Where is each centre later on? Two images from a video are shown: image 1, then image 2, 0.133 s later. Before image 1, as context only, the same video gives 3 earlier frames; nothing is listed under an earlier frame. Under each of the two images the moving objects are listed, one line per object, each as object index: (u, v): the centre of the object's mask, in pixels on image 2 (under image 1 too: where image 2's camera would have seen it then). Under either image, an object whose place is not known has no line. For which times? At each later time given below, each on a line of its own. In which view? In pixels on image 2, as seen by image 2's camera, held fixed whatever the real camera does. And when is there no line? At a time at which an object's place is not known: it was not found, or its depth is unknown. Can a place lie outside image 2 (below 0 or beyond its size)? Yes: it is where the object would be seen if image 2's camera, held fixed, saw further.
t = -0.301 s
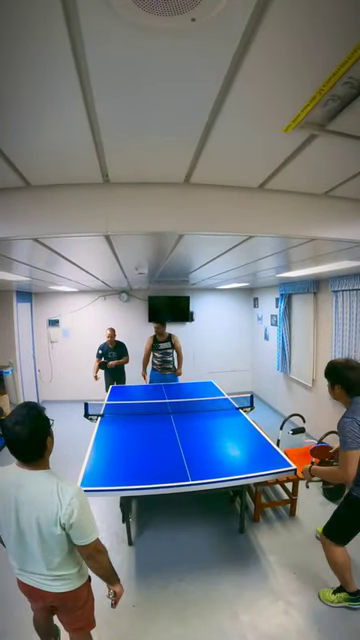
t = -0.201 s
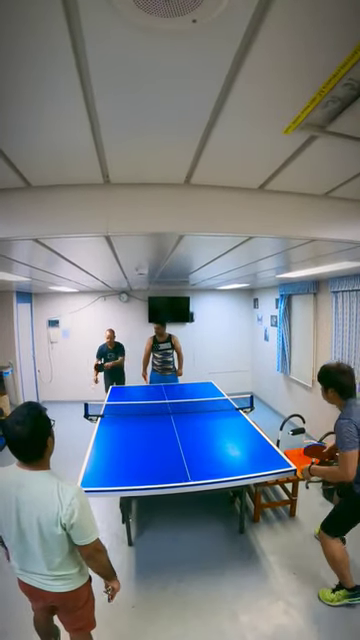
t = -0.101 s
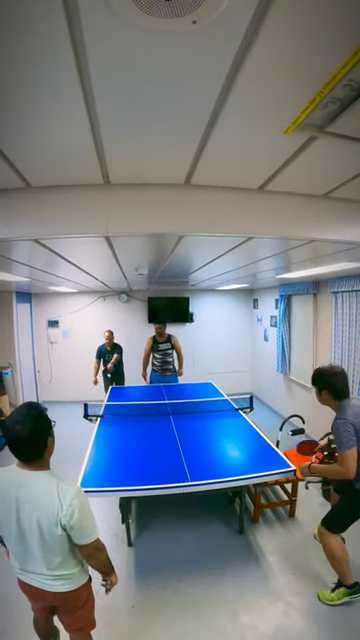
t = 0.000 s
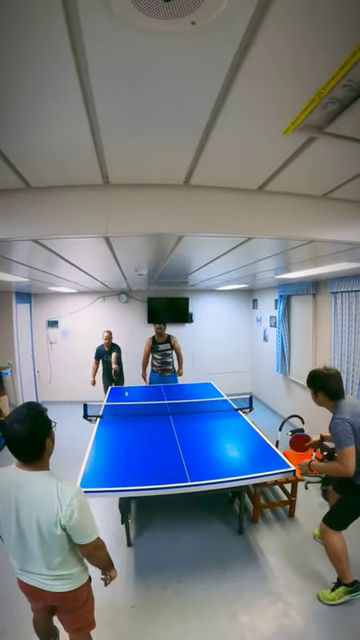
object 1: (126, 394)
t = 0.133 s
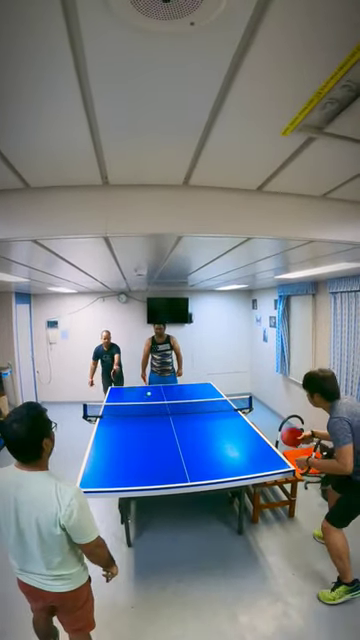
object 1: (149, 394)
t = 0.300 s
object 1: (181, 404)
